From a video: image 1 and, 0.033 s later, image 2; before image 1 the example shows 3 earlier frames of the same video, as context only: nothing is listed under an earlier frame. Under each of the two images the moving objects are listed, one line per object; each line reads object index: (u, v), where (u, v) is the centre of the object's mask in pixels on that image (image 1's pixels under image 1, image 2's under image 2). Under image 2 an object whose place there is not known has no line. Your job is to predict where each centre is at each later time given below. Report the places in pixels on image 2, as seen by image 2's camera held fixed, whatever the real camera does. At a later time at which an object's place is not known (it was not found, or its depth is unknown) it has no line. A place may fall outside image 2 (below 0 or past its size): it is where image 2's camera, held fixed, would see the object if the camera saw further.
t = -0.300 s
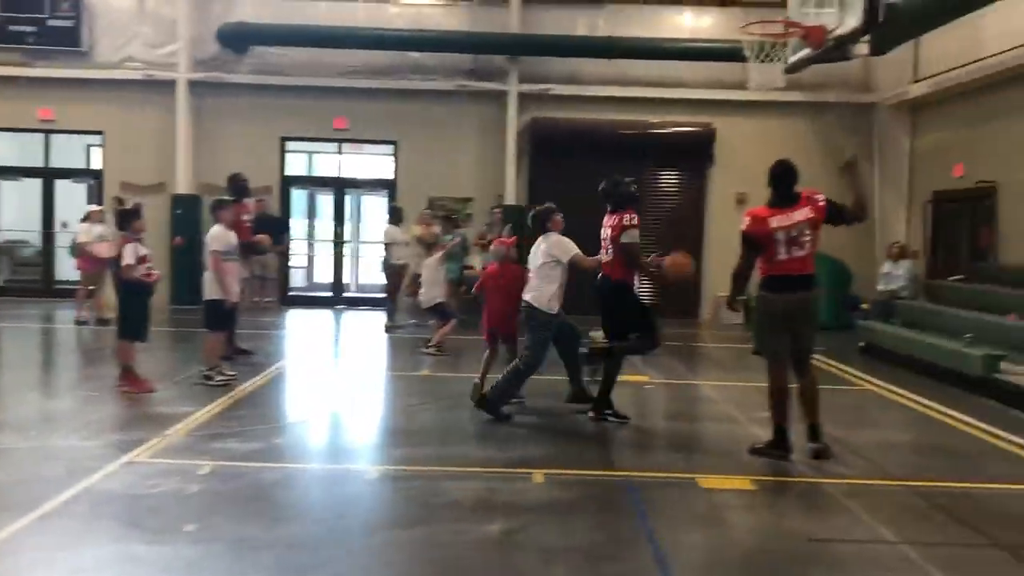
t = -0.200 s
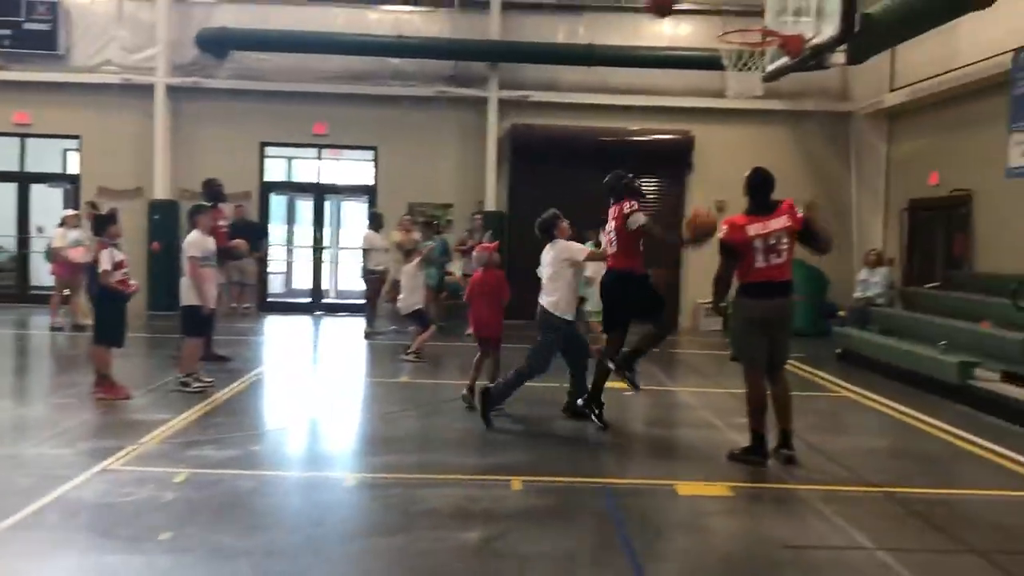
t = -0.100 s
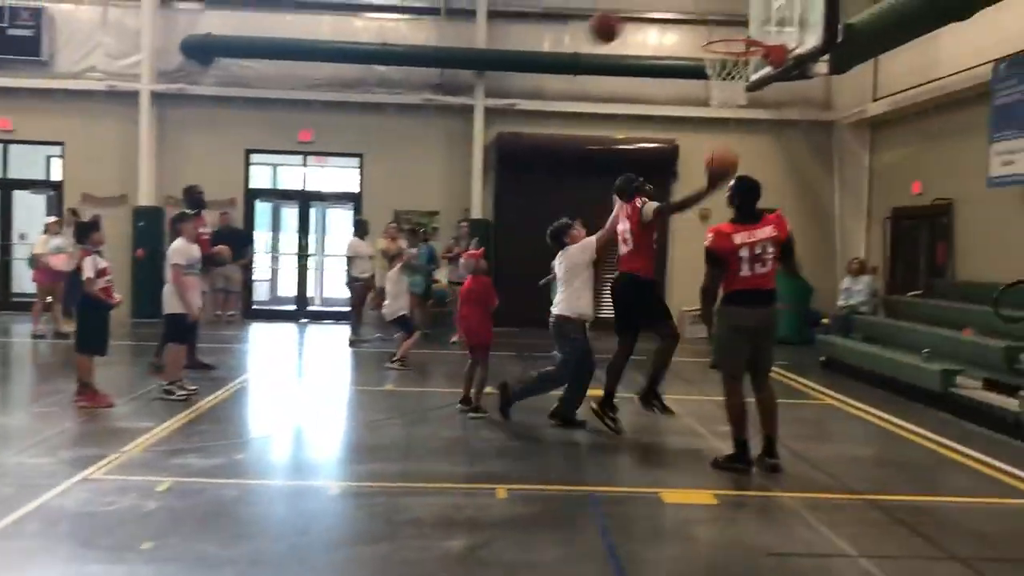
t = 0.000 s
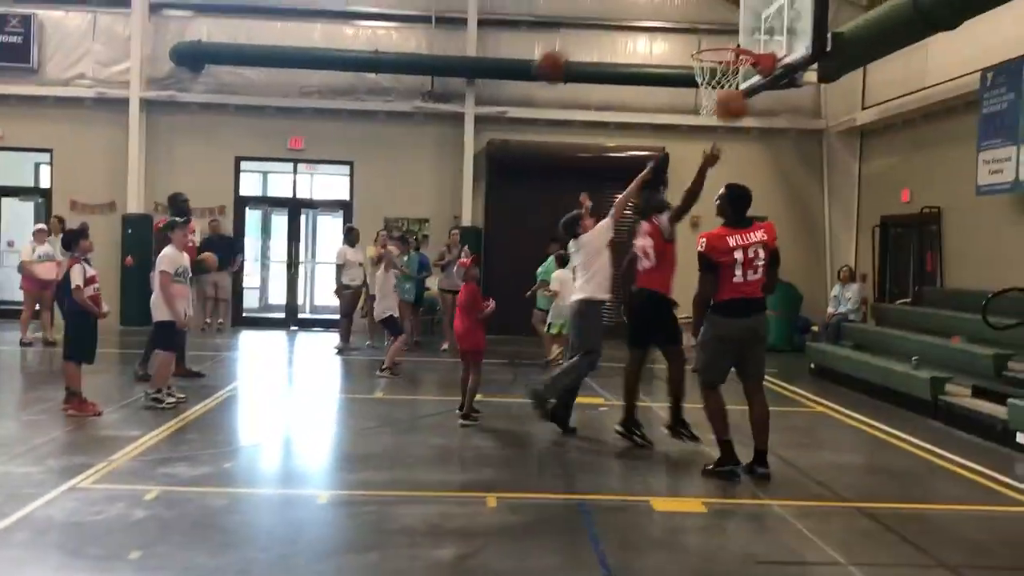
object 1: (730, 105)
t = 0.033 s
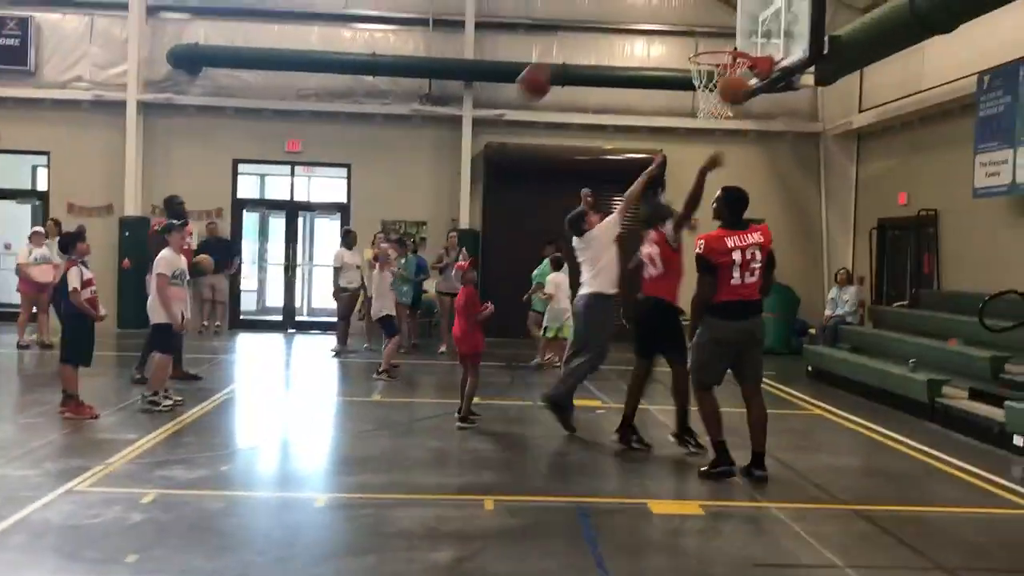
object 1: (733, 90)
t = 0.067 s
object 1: (738, 71)
